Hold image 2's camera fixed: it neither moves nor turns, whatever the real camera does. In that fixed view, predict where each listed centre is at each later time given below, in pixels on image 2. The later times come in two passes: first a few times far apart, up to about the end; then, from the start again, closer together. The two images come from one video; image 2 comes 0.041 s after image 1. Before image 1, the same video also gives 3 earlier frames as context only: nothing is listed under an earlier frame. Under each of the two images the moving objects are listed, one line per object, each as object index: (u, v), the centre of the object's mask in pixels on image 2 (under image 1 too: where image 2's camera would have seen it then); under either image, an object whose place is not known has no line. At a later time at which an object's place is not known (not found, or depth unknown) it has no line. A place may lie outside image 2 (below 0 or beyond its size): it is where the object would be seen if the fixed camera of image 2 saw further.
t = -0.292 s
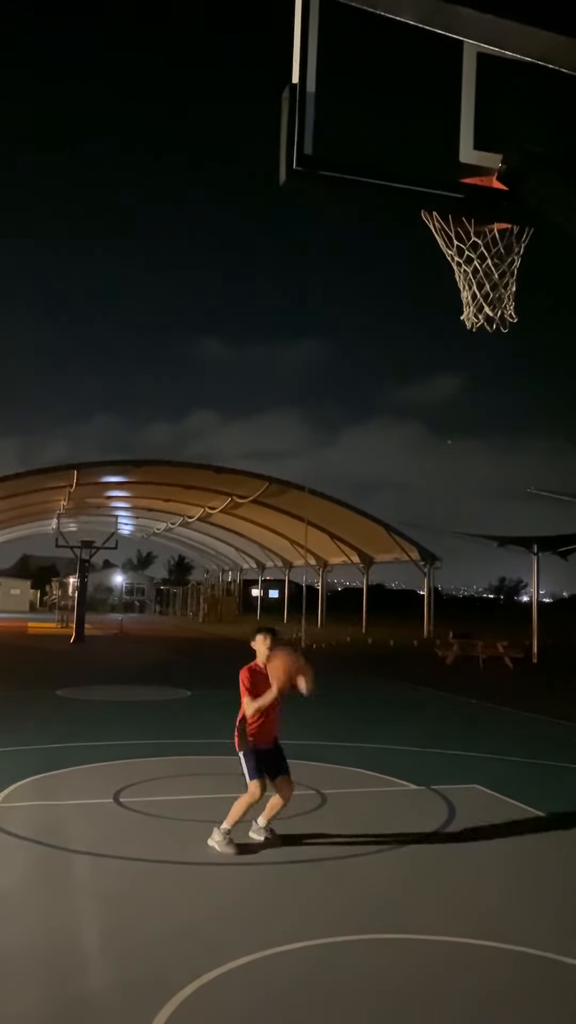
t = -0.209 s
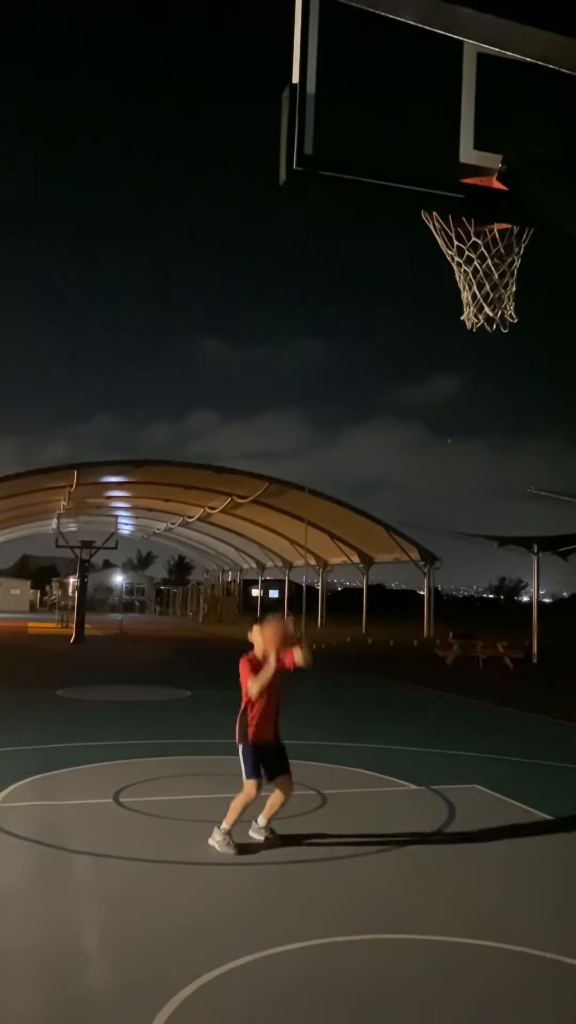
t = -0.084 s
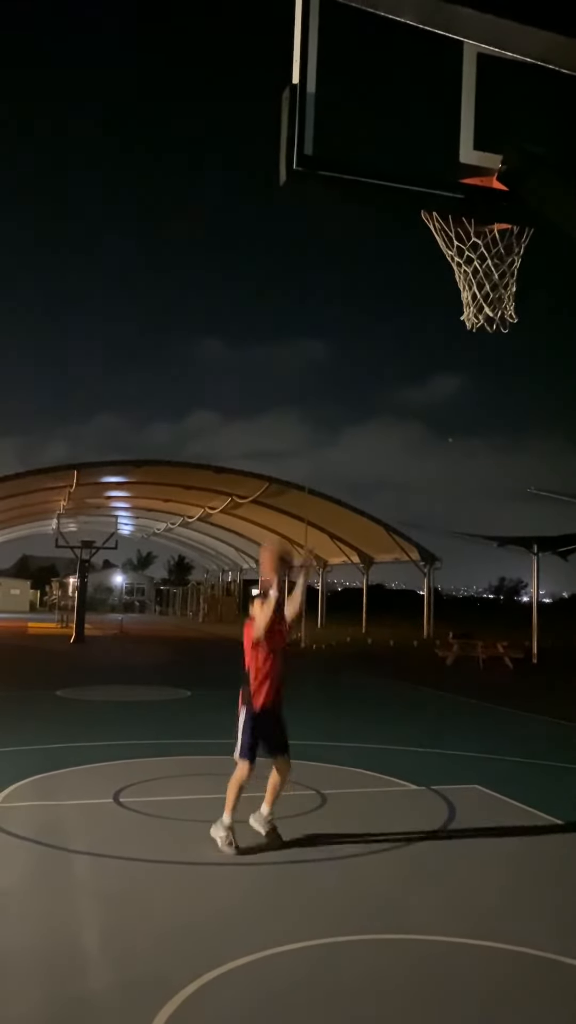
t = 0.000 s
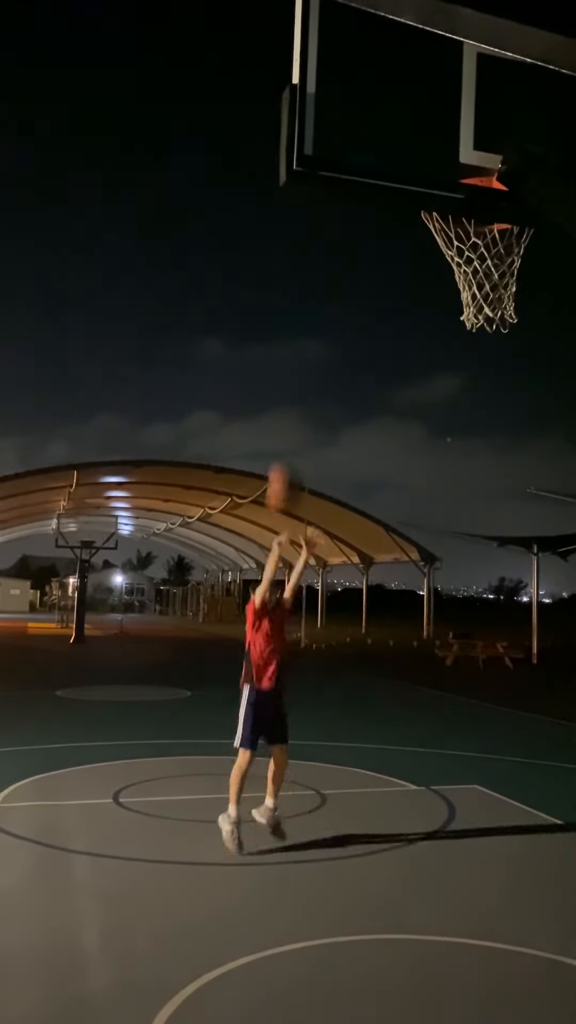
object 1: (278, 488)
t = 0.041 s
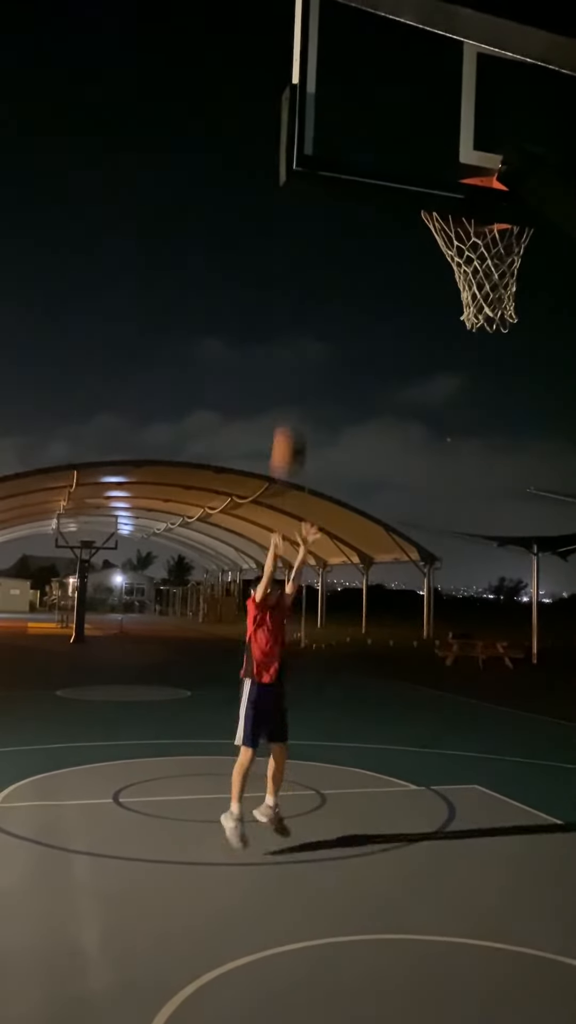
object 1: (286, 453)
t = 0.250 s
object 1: (308, 292)
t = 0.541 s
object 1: (352, 138)
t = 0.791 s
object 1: (397, 106)
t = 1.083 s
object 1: (380, 148)
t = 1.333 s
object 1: (269, 293)
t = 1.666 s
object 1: (137, 647)
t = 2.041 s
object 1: (37, 713)
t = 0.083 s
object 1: (288, 417)
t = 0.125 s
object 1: (292, 384)
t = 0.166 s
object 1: (298, 352)
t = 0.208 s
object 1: (303, 321)
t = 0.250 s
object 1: (308, 292)
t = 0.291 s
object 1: (314, 264)
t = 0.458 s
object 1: (340, 152)
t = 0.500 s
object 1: (345, 145)
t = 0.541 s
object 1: (352, 138)
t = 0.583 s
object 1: (359, 126)
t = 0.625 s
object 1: (365, 115)
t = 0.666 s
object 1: (372, 108)
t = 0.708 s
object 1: (380, 103)
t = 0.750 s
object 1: (388, 103)
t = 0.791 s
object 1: (397, 106)
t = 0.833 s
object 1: (405, 113)
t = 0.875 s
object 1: (419, 128)
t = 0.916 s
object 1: (432, 142)
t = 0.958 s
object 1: (436, 147)
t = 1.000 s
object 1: (429, 143)
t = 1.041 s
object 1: (414, 146)
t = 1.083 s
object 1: (380, 148)
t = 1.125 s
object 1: (366, 153)
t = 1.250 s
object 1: (308, 232)
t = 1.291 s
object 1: (289, 261)
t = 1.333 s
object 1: (269, 293)
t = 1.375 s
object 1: (251, 327)
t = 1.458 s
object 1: (227, 399)
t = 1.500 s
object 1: (209, 444)
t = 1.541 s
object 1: (194, 487)
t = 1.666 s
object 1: (137, 647)
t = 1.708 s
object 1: (123, 701)
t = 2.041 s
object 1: (37, 713)
